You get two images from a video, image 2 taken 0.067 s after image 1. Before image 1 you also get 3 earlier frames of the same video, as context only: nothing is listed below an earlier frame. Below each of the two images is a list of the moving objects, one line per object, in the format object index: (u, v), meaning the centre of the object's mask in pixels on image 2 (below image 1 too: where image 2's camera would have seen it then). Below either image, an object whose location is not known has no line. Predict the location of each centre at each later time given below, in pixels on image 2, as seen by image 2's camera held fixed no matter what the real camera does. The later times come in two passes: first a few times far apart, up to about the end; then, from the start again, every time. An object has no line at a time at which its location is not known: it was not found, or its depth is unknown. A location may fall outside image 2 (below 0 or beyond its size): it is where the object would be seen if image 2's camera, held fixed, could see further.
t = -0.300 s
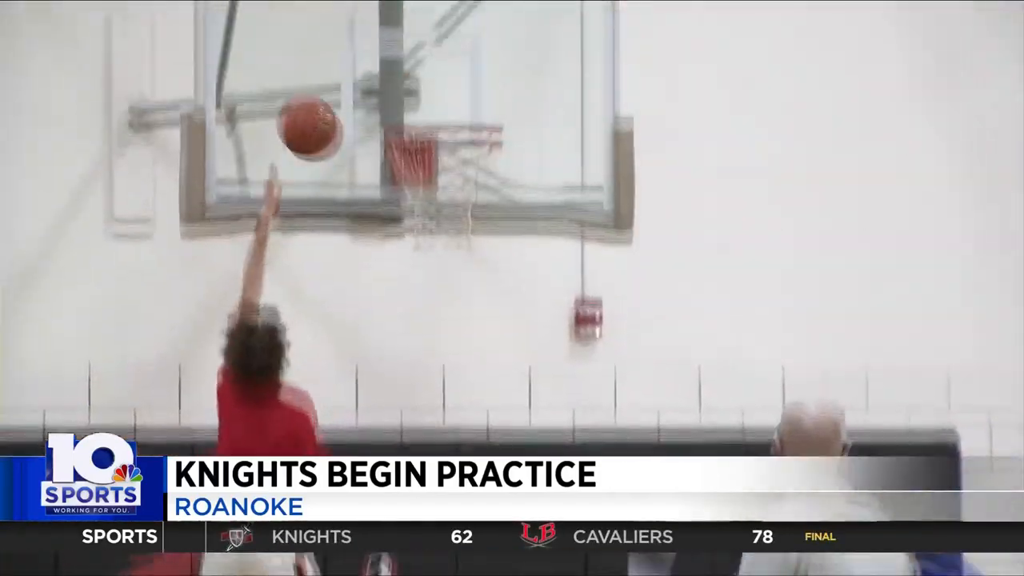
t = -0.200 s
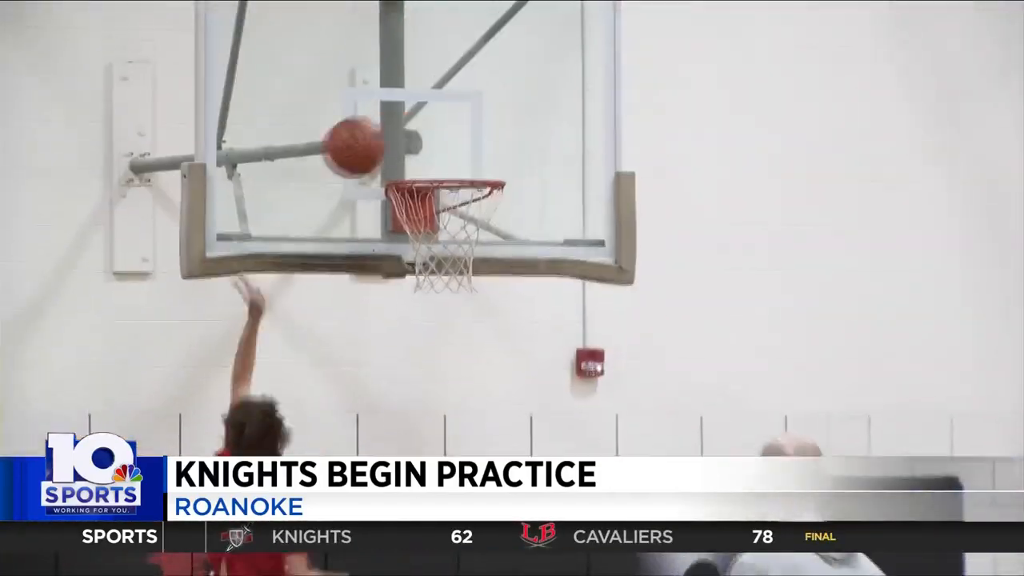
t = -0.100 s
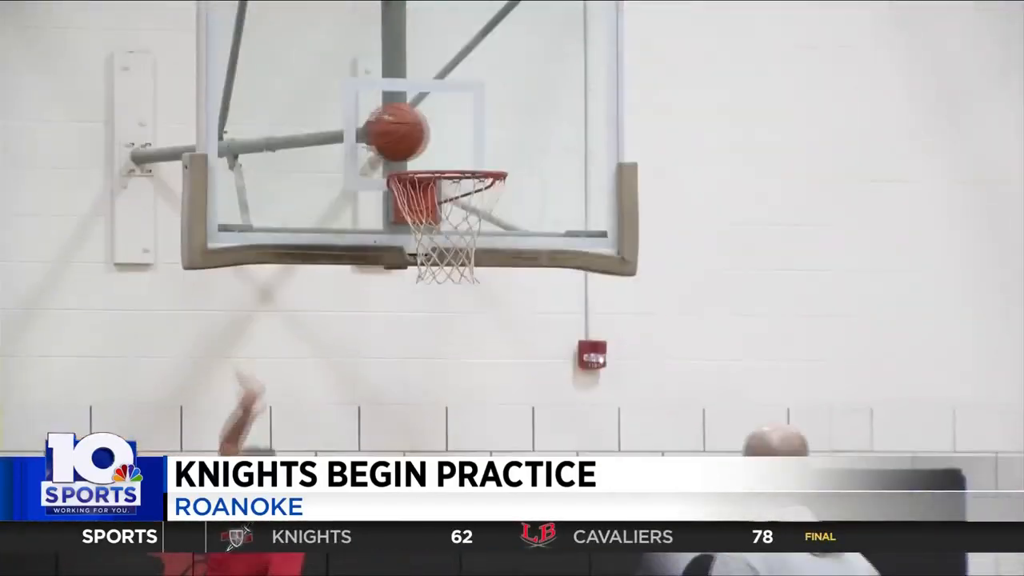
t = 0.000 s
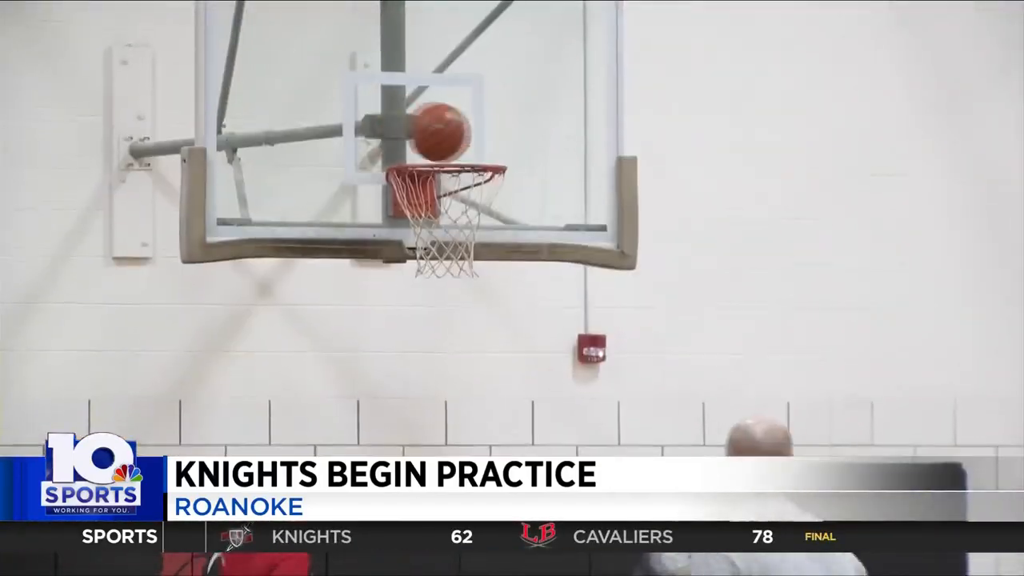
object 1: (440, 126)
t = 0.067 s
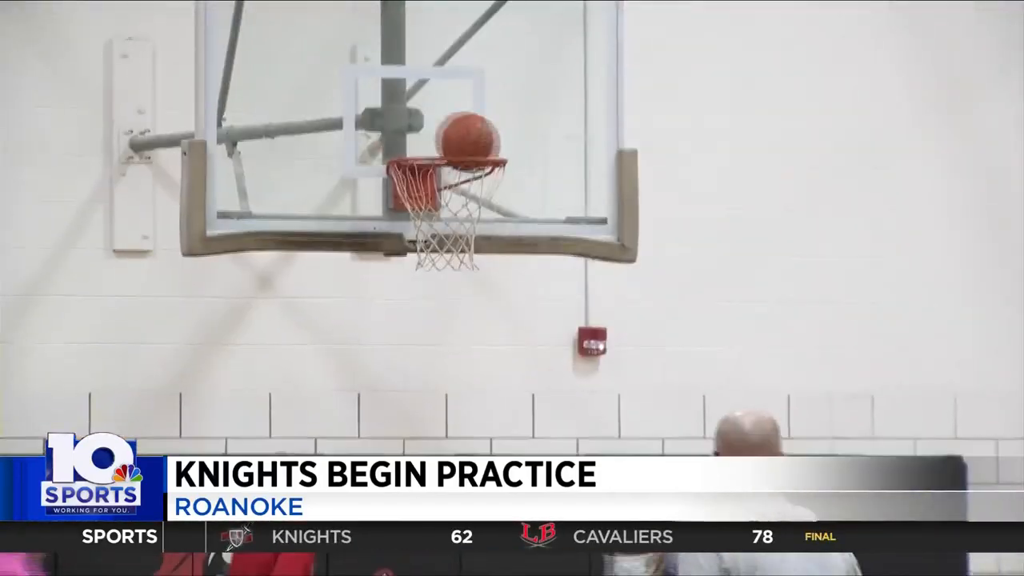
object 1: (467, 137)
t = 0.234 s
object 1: (441, 148)
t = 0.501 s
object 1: (457, 137)
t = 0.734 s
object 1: (482, 134)
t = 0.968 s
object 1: (428, 147)
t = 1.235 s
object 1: (469, 199)
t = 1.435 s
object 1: (502, 268)
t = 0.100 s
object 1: (471, 139)
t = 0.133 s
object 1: (471, 140)
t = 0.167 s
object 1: (469, 148)
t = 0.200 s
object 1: (457, 146)
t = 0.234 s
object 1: (441, 148)
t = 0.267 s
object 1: (430, 147)
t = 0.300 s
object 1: (421, 141)
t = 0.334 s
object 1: (419, 141)
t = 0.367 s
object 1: (421, 141)
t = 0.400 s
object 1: (428, 139)
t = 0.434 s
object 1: (438, 141)
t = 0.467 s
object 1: (447, 138)
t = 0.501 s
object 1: (457, 137)
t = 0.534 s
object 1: (465, 136)
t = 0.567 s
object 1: (473, 136)
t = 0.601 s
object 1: (479, 135)
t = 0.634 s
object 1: (482, 134)
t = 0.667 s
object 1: (484, 134)
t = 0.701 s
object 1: (485, 134)
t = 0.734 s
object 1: (482, 134)
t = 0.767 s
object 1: (479, 135)
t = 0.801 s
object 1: (473, 135)
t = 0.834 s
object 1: (466, 136)
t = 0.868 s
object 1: (456, 140)
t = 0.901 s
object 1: (447, 141)
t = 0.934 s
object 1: (436, 139)
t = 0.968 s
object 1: (428, 147)
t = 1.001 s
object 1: (422, 150)
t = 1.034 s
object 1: (420, 154)
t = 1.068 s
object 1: (423, 161)
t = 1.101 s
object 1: (428, 167)
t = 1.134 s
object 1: (434, 173)
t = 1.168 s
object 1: (447, 181)
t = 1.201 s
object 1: (457, 189)
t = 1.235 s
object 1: (469, 199)
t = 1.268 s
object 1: (478, 209)
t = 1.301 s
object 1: (484, 219)
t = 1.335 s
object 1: (489, 228)
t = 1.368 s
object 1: (494, 239)
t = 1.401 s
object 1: (498, 252)
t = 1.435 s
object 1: (502, 268)
